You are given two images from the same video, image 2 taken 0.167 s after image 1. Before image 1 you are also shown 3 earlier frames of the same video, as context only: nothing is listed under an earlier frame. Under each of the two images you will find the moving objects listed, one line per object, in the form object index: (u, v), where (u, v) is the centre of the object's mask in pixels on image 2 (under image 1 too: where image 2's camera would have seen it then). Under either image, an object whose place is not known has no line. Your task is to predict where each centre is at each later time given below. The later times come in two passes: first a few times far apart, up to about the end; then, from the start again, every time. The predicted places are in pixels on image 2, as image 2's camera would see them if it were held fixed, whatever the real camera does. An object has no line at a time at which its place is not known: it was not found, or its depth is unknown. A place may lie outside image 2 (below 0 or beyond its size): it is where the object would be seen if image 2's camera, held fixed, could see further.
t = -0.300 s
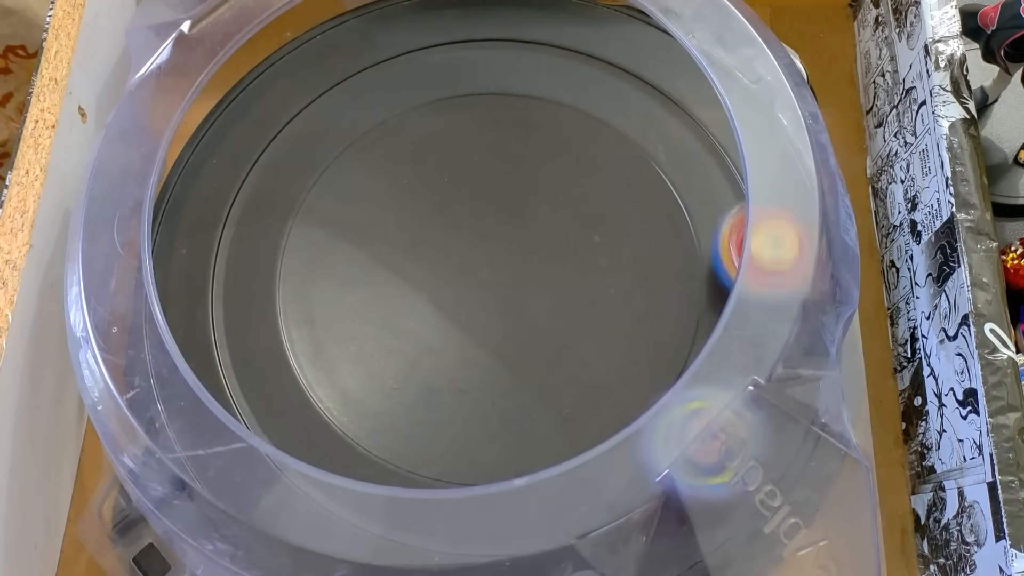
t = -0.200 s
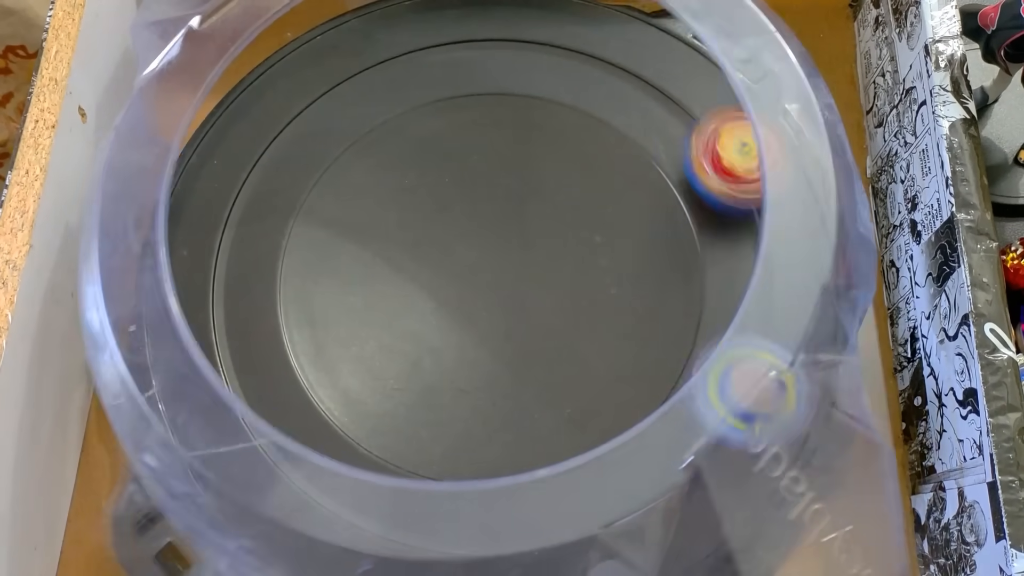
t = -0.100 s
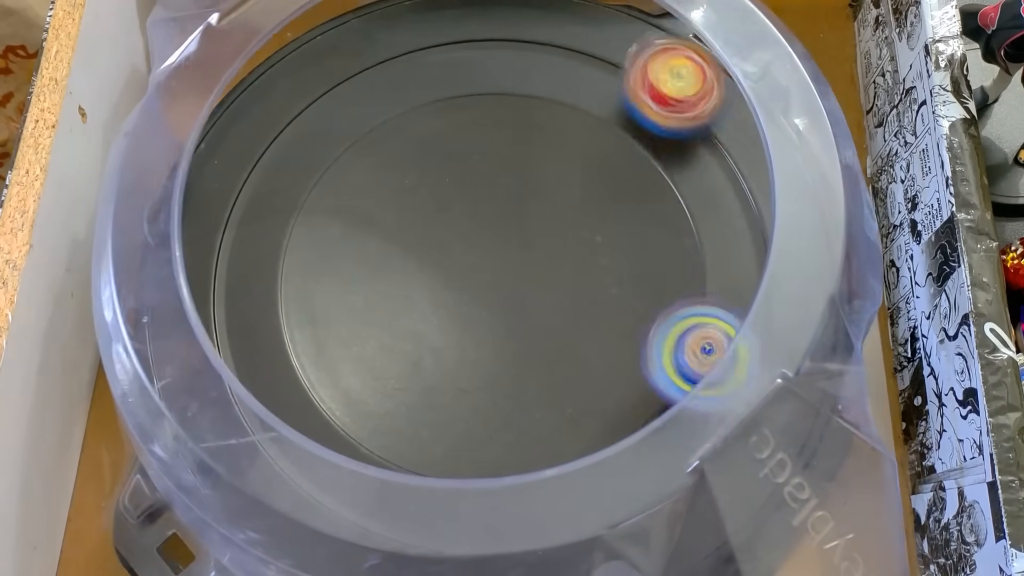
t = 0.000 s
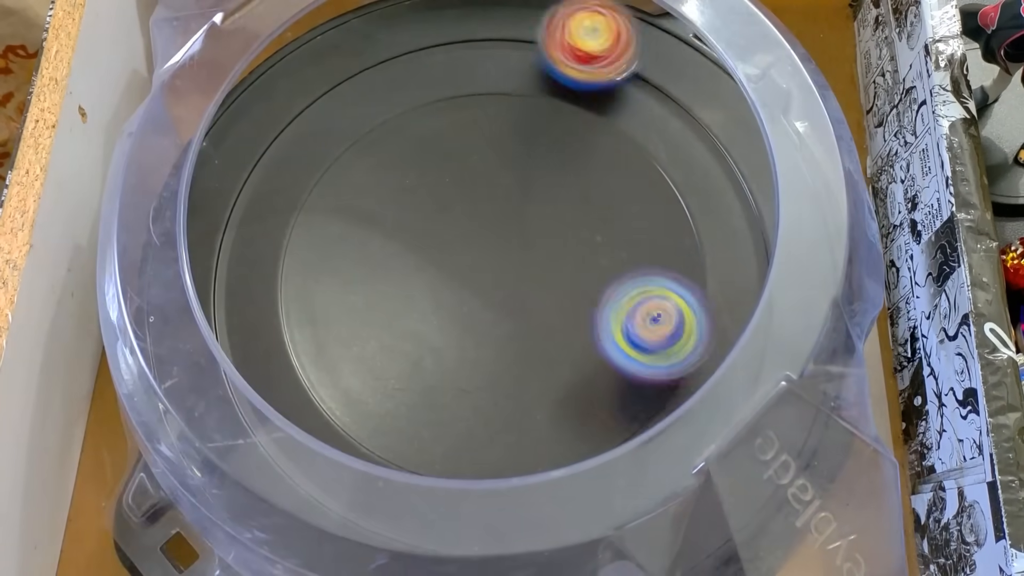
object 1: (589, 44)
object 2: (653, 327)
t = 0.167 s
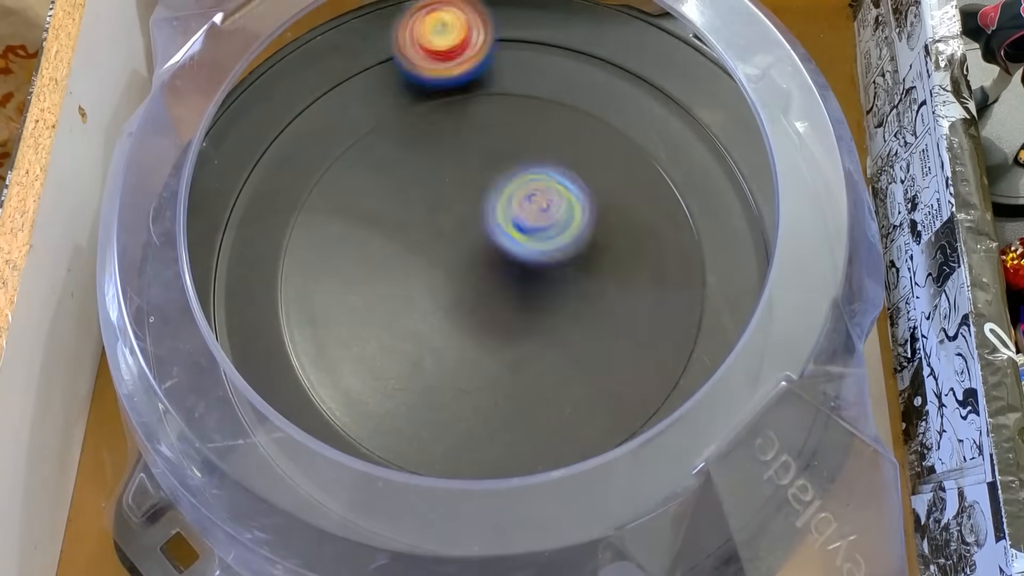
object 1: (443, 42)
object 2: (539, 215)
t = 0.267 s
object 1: (400, 65)
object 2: (422, 159)
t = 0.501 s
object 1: (427, 32)
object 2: (244, 459)
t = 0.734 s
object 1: (457, 23)
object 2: (337, 526)
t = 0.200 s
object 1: (423, 48)
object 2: (504, 190)
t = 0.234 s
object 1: (410, 57)
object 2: (463, 170)
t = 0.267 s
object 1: (400, 65)
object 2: (422, 159)
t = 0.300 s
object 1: (397, 39)
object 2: (380, 197)
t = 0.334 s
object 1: (401, 31)
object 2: (342, 244)
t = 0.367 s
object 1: (407, 29)
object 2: (310, 294)
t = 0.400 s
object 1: (410, 26)
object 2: (287, 336)
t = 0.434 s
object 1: (417, 30)
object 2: (270, 380)
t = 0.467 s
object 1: (422, 30)
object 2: (255, 426)
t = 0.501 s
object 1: (427, 32)
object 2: (244, 459)
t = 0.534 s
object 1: (430, 32)
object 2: (263, 478)
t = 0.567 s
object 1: (431, 31)
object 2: (287, 491)
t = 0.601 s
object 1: (432, 29)
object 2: (301, 500)
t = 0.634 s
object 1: (436, 25)
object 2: (318, 512)
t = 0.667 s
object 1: (443, 20)
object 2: (326, 519)
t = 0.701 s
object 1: (450, 22)
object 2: (332, 524)
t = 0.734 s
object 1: (457, 23)
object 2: (337, 526)
